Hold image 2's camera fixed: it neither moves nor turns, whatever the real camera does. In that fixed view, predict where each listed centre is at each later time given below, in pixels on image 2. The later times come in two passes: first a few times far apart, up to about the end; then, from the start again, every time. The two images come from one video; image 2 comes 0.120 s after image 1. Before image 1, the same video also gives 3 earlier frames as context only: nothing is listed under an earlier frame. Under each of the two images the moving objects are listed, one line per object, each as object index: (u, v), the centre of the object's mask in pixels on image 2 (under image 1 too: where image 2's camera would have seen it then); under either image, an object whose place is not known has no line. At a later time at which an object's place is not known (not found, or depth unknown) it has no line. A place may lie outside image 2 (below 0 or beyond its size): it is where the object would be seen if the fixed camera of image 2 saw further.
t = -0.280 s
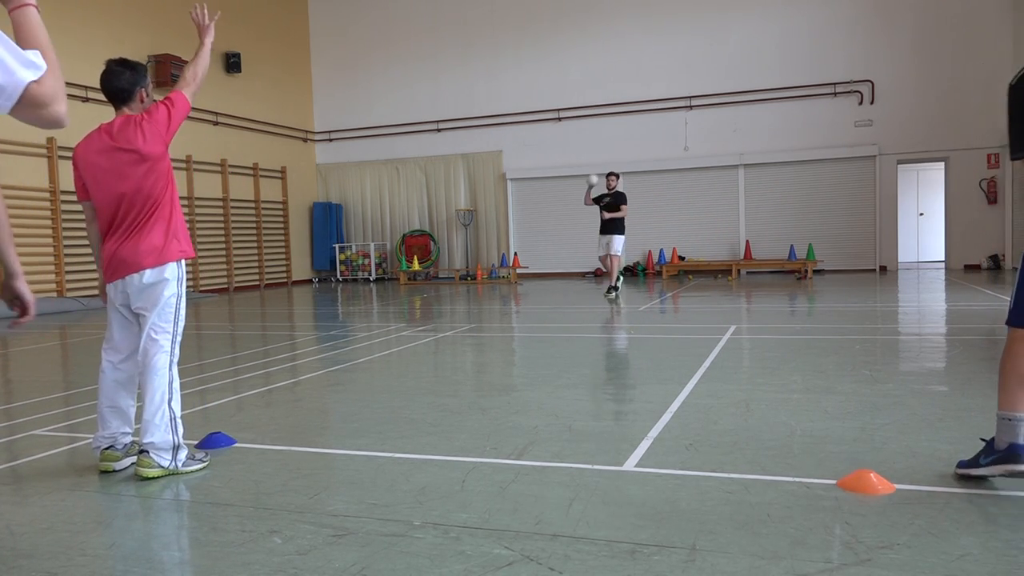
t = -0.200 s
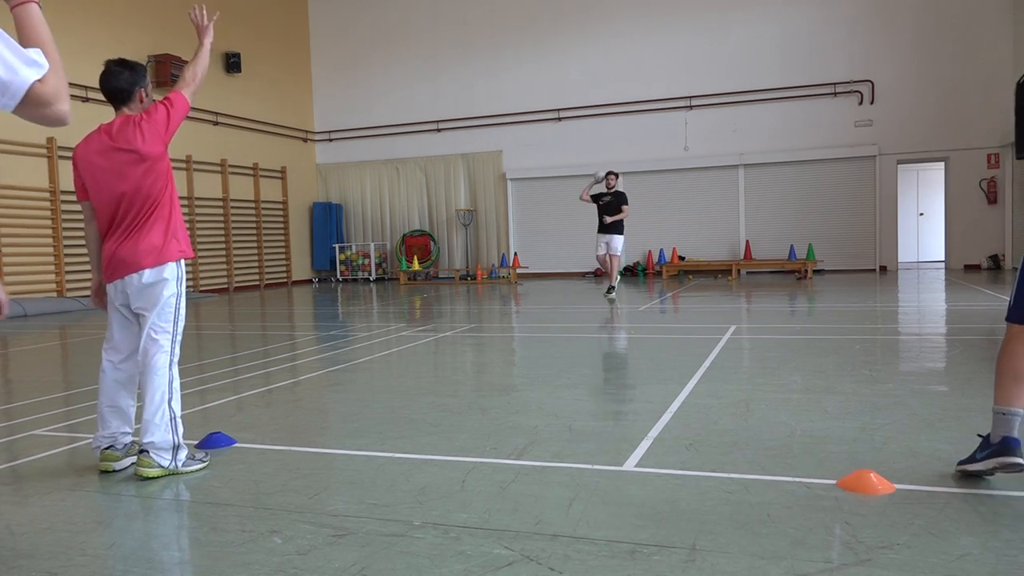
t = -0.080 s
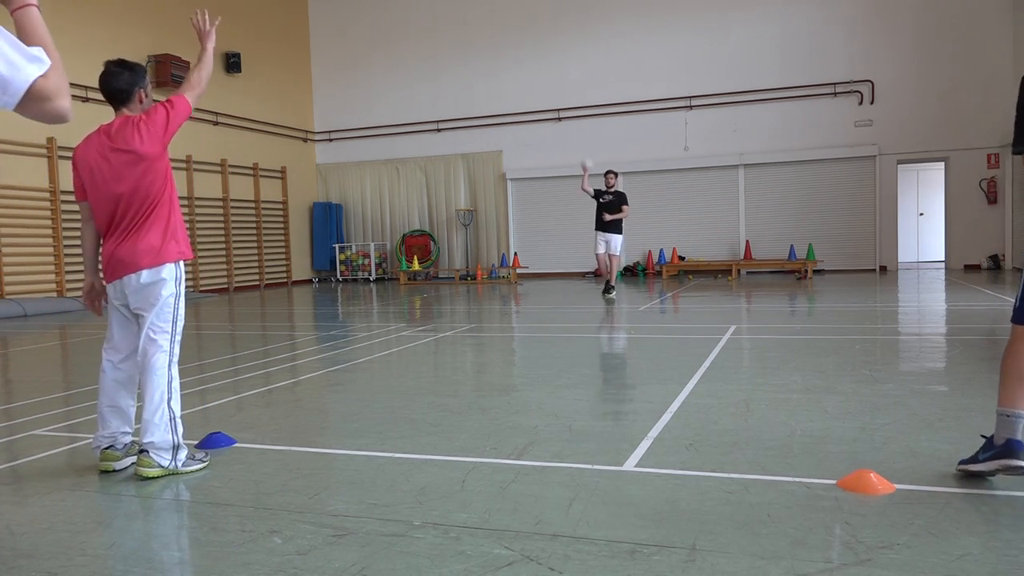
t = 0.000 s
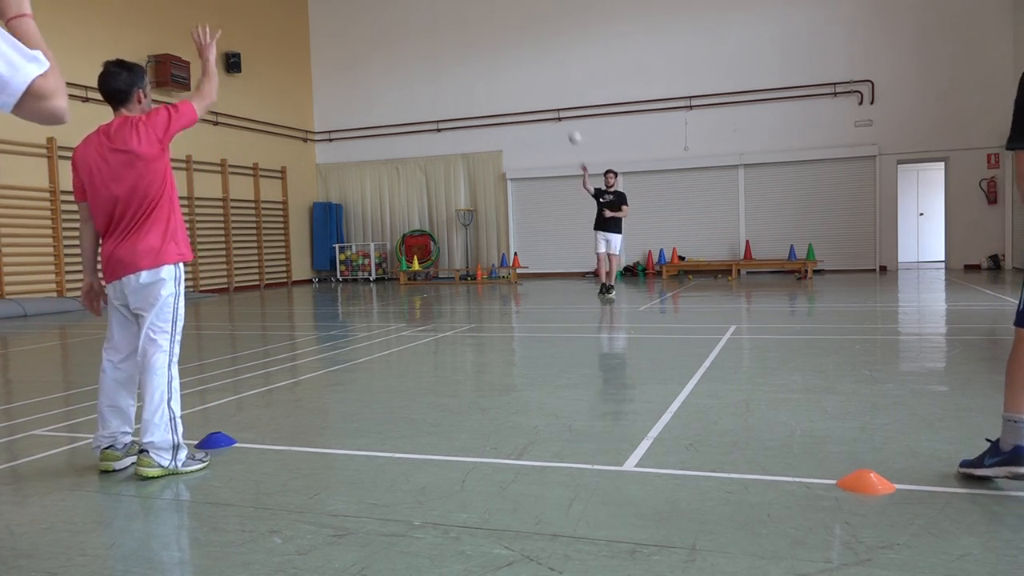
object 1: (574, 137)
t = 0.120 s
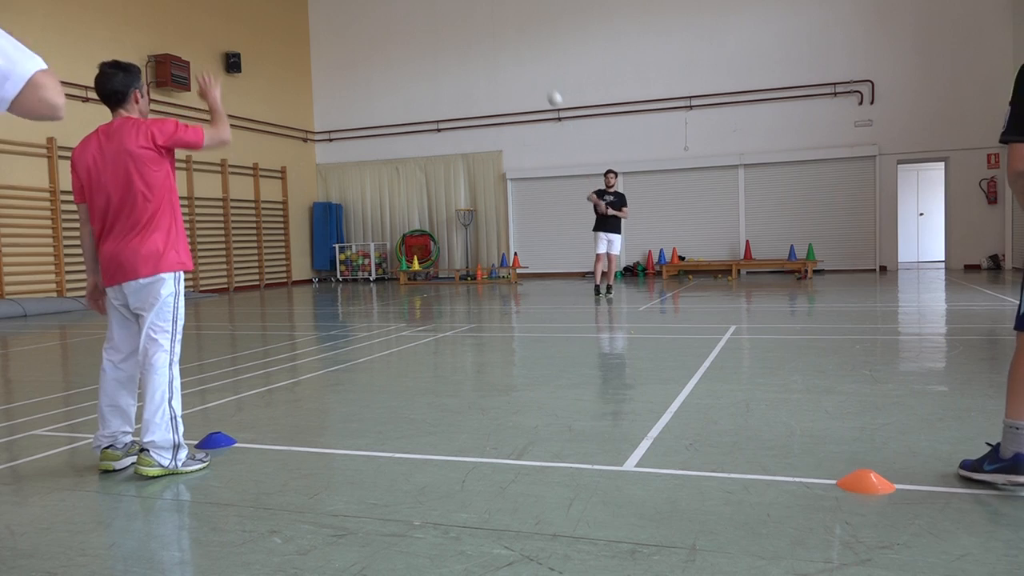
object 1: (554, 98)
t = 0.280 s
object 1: (524, 56)
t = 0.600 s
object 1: (431, 15)
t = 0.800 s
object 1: (335, 53)
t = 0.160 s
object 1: (547, 87)
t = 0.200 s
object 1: (540, 76)
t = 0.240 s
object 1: (532, 65)
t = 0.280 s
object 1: (524, 56)
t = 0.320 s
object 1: (515, 46)
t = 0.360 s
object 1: (505, 38)
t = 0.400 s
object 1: (495, 30)
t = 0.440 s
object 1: (484, 24)
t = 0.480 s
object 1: (472, 20)
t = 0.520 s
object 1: (459, 16)
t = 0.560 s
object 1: (446, 15)
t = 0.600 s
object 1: (431, 15)
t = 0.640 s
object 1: (415, 17)
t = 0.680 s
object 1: (399, 21)
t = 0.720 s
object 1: (379, 29)
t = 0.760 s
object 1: (358, 39)
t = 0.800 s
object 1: (335, 53)
